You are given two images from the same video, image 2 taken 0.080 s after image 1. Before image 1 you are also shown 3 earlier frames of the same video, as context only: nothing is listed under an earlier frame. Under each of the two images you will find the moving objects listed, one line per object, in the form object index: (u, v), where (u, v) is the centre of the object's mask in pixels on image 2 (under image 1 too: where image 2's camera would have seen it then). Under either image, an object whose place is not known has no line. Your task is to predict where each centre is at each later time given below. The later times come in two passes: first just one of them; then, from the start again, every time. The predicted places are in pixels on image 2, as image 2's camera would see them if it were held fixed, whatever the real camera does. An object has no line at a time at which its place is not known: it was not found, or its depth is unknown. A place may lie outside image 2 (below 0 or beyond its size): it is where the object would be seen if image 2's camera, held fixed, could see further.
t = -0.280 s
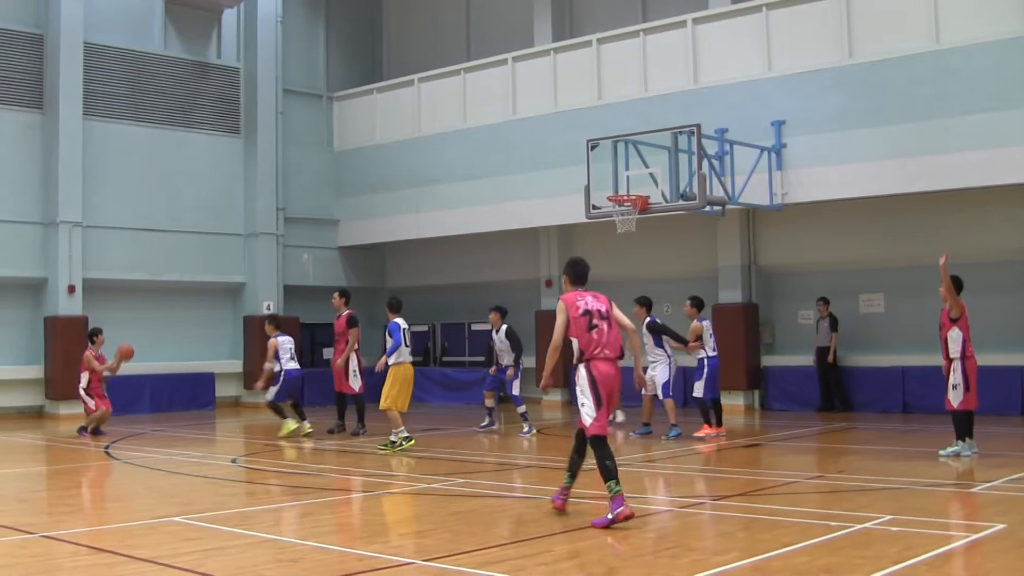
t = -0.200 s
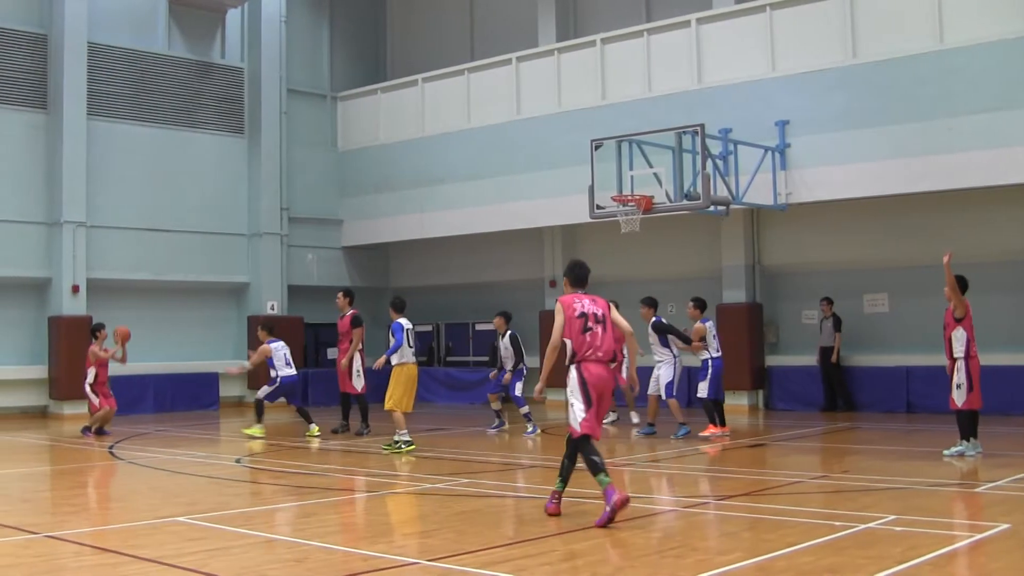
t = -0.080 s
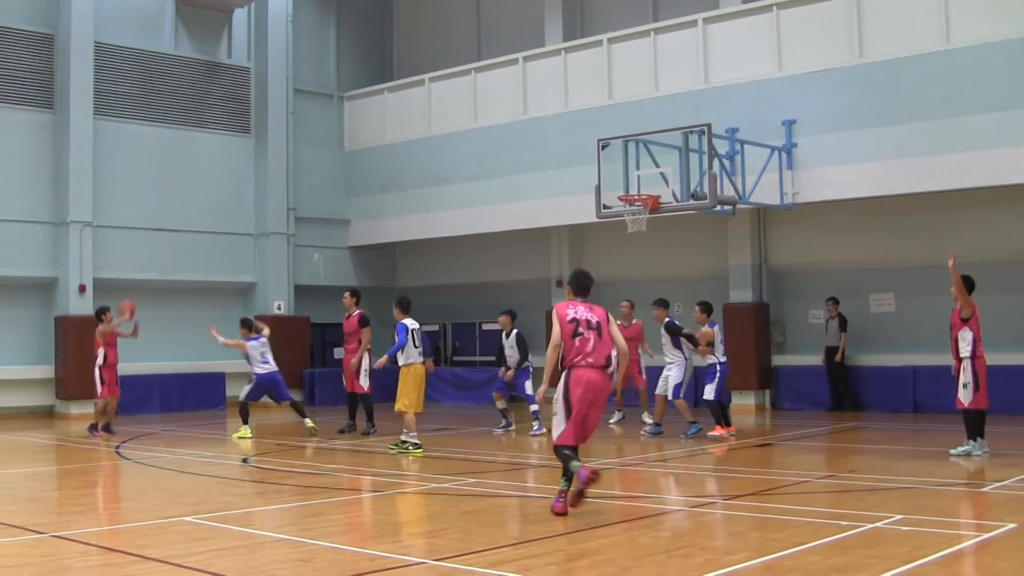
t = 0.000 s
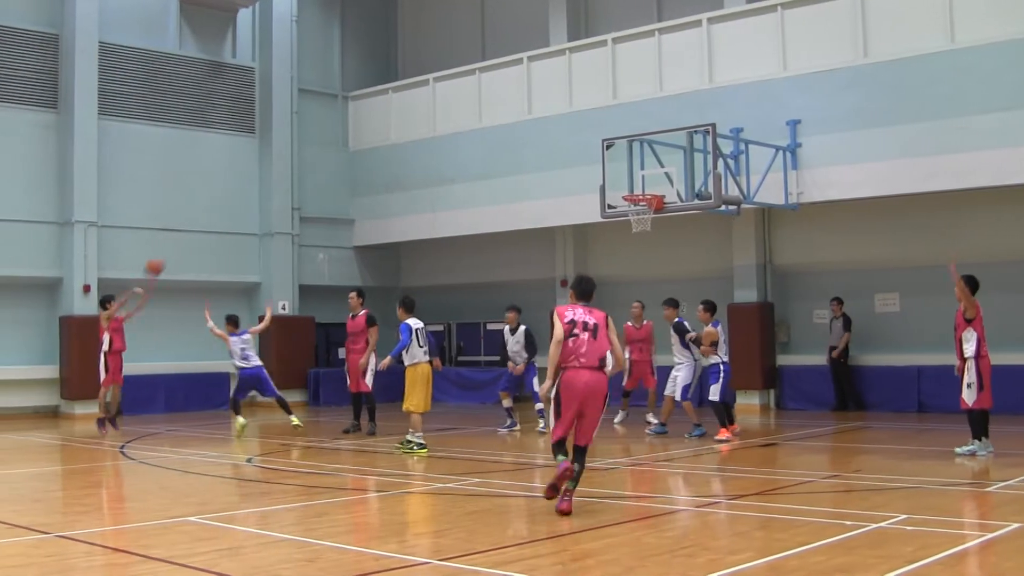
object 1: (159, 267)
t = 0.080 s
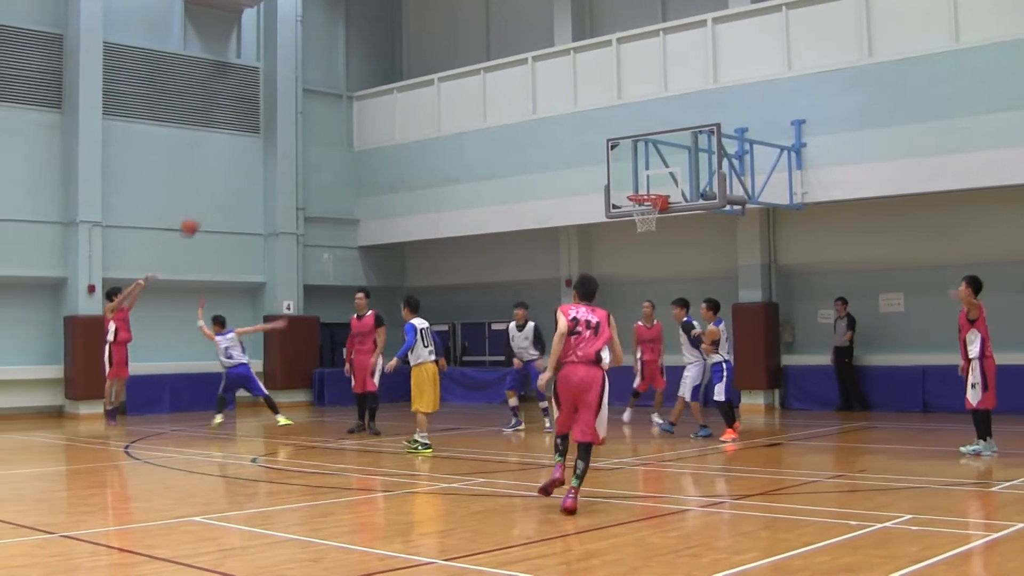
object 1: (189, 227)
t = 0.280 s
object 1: (268, 146)
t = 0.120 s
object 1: (205, 209)
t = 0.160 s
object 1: (221, 191)
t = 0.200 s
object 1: (237, 175)
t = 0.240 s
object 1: (252, 161)
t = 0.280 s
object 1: (268, 146)
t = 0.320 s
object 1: (284, 133)
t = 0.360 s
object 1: (299, 123)
